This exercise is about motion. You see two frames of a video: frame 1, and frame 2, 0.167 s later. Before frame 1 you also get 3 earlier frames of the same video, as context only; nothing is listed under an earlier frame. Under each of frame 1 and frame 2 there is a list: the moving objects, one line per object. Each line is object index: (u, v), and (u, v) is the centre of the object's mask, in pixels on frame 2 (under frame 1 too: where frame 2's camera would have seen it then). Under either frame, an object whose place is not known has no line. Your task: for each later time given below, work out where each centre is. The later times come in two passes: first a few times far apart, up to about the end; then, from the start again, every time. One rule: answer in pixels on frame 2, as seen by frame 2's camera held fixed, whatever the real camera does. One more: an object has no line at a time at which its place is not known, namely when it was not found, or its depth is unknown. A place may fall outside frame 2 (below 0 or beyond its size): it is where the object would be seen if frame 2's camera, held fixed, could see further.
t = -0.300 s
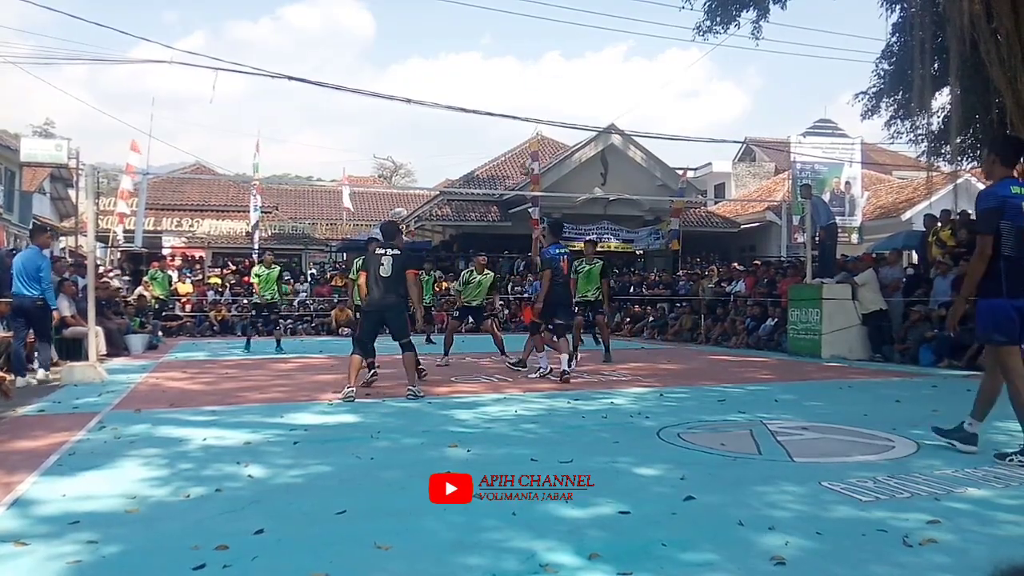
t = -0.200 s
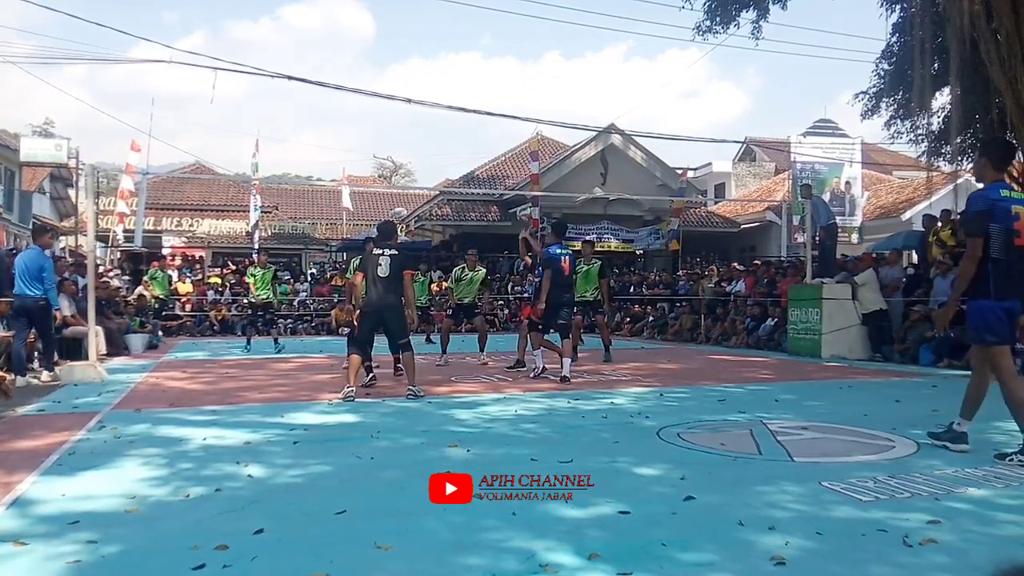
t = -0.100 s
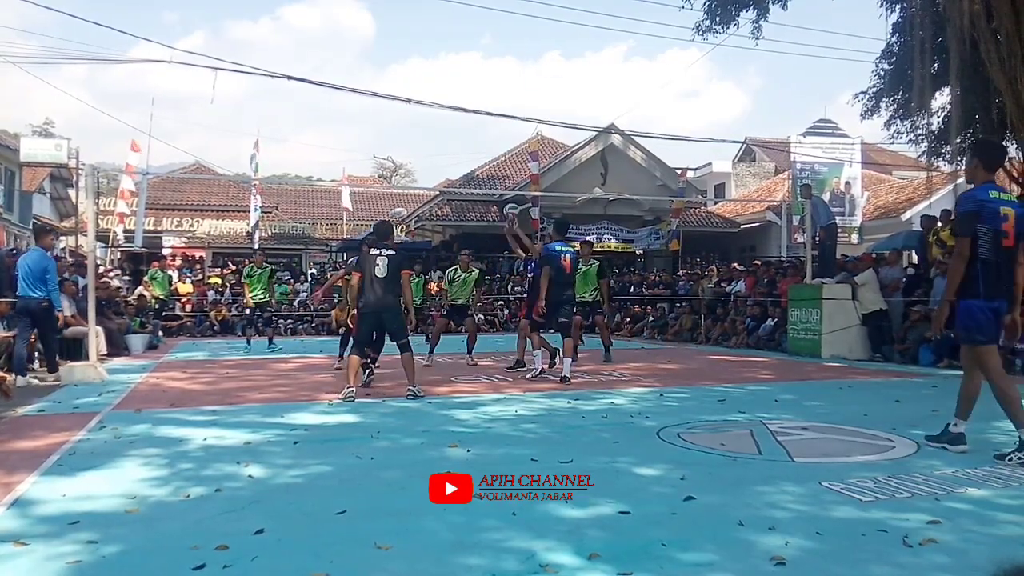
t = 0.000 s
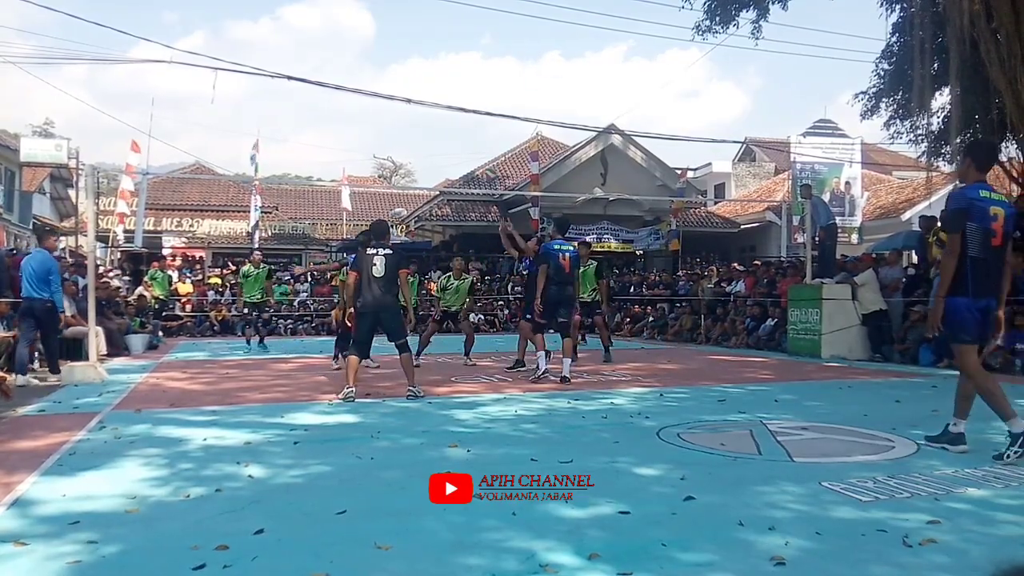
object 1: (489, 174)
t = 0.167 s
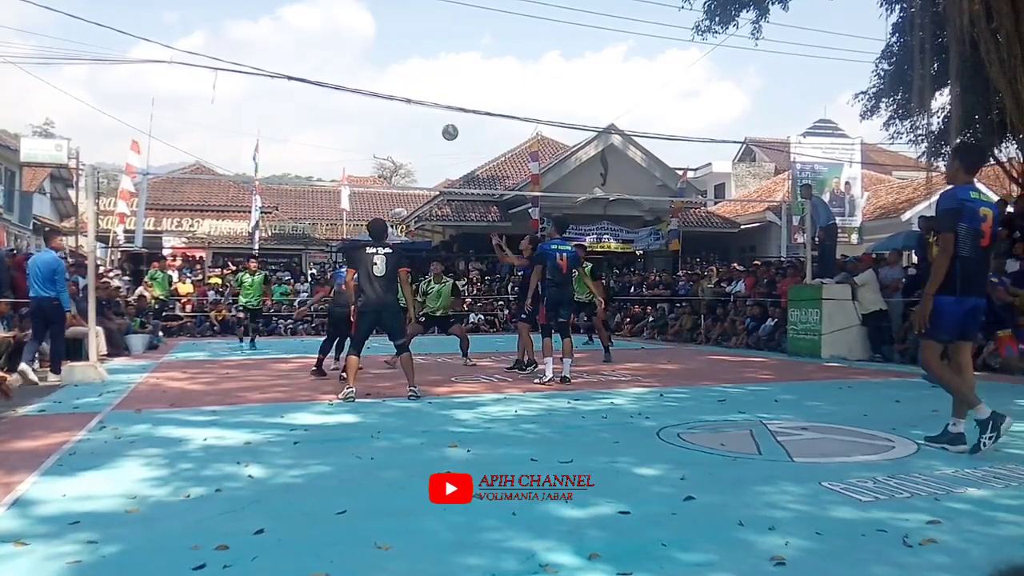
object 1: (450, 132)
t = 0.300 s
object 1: (418, 112)
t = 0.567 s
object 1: (353, 113)
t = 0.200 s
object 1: (442, 126)
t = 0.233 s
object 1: (434, 120)
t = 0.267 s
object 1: (426, 116)
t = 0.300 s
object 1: (418, 112)
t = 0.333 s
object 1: (410, 109)
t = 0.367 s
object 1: (402, 107)
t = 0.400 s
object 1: (394, 107)
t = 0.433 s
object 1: (386, 106)
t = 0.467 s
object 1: (378, 106)
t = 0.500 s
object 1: (369, 108)
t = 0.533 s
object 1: (361, 110)
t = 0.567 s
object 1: (353, 113)
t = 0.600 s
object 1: (345, 117)
